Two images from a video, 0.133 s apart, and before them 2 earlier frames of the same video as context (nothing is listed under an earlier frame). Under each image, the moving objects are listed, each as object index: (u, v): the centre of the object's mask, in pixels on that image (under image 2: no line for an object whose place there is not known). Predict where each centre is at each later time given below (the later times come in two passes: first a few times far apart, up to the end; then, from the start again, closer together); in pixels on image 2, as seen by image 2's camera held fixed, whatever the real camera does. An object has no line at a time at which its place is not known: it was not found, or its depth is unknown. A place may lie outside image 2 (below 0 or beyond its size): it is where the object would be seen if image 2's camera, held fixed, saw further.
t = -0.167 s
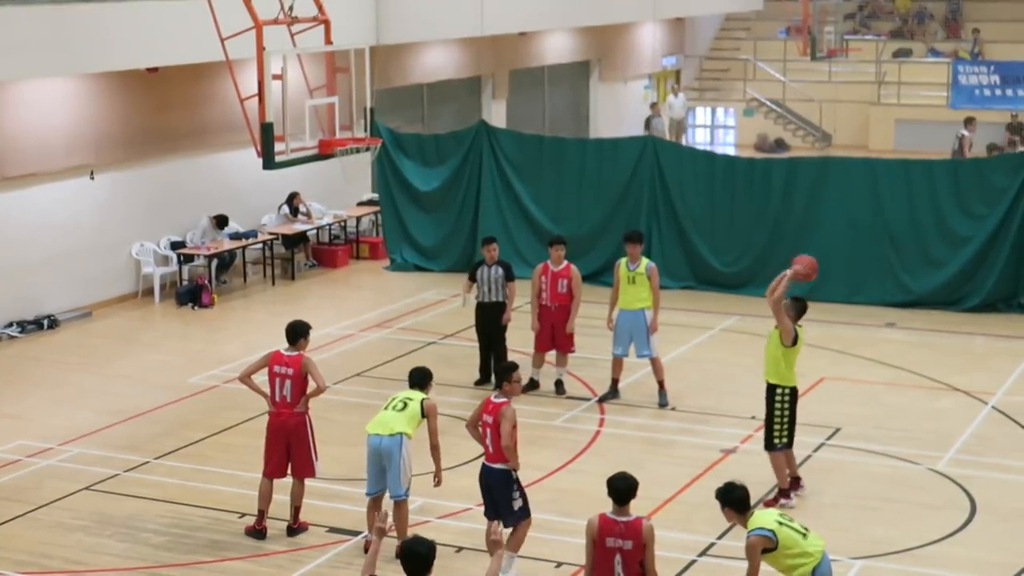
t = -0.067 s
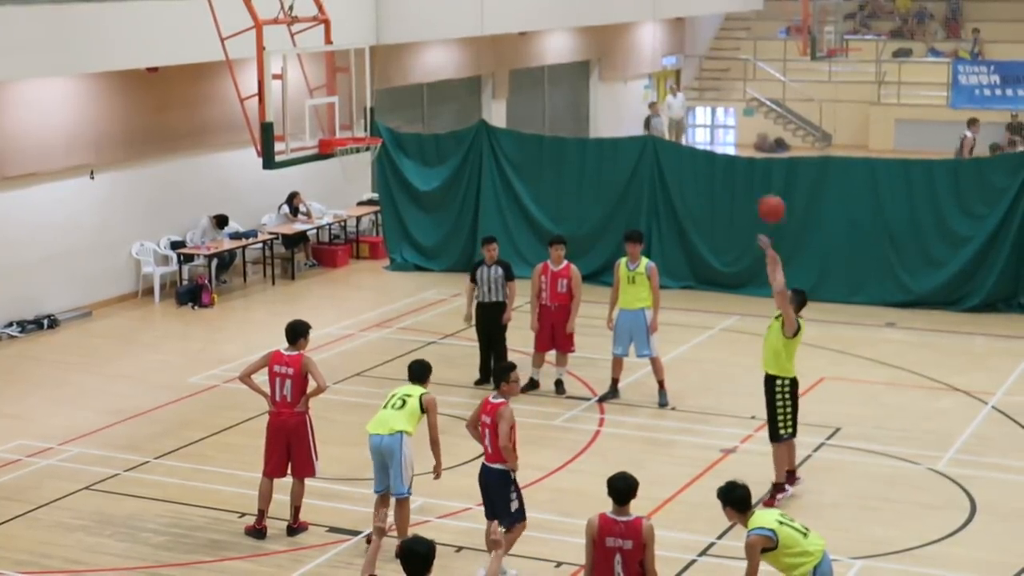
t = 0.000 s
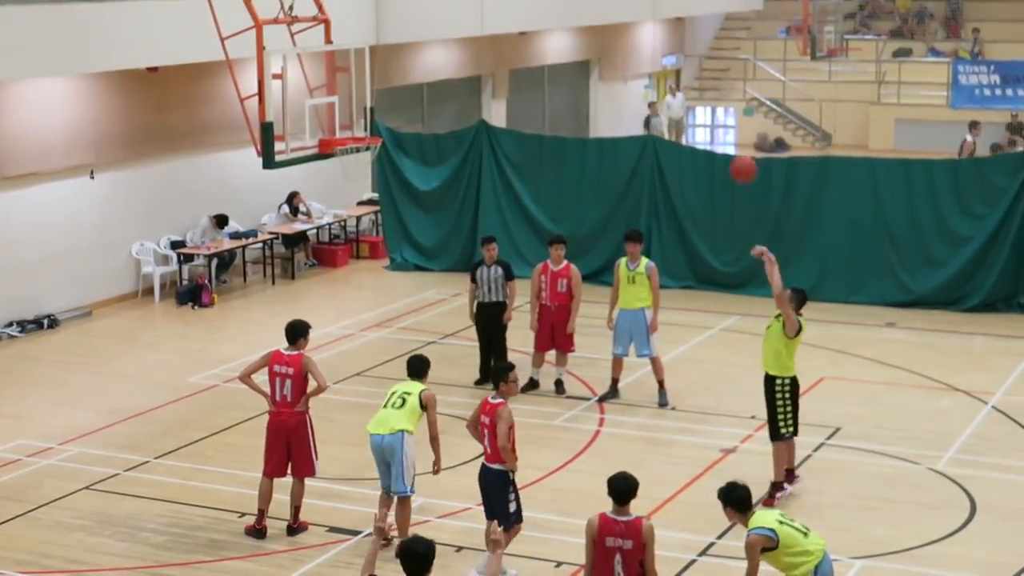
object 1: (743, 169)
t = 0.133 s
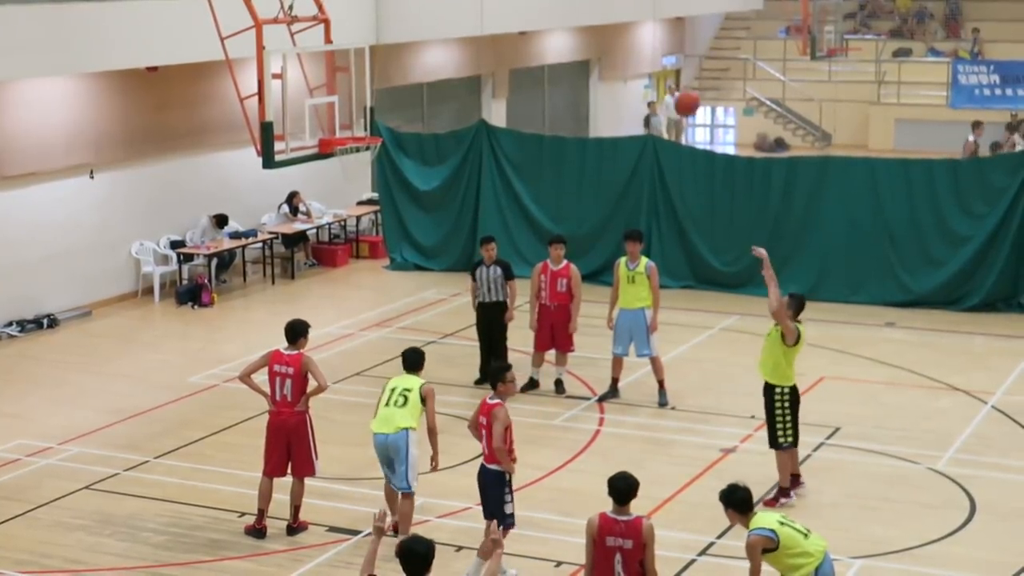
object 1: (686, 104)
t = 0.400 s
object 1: (577, 36)
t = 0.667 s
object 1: (475, 45)
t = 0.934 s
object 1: (382, 125)
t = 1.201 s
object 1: (343, 111)
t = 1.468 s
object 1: (366, 126)
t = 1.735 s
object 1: (361, 131)
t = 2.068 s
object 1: (349, 150)
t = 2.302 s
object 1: (357, 185)
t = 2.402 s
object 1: (362, 213)
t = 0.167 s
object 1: (673, 90)
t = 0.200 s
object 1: (659, 79)
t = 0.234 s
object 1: (645, 69)
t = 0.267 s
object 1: (631, 60)
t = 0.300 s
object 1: (617, 52)
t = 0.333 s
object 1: (604, 45)
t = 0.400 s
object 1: (577, 36)
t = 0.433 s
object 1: (564, 33)
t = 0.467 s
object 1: (551, 31)
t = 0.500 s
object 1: (538, 31)
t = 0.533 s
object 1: (525, 32)
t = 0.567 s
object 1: (512, 33)
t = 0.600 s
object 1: (500, 36)
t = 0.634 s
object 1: (487, 40)
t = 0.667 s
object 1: (475, 45)
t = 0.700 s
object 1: (462, 52)
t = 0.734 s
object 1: (450, 59)
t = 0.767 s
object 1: (439, 67)
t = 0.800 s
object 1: (427, 77)
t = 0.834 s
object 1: (415, 88)
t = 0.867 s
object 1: (405, 99)
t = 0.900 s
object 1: (393, 111)
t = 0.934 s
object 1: (382, 125)
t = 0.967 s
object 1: (377, 125)
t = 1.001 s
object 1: (372, 120)
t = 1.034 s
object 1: (367, 116)
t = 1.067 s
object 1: (362, 113)
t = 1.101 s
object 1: (357, 111)
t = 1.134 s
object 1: (353, 110)
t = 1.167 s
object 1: (348, 110)
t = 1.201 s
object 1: (343, 111)
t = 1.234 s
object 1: (340, 112)
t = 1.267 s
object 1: (344, 113)
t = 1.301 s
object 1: (348, 114)
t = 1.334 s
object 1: (352, 116)
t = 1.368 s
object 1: (357, 119)
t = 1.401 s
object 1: (362, 124)
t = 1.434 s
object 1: (365, 127)
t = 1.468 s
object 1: (366, 126)
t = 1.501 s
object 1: (368, 126)
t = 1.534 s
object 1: (369, 127)
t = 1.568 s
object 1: (370, 129)
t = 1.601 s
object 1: (371, 130)
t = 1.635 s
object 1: (369, 129)
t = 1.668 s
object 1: (366, 130)
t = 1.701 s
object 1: (364, 131)
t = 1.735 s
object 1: (361, 131)
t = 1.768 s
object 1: (359, 131)
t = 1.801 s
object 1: (356, 131)
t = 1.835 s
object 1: (353, 131)
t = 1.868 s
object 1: (350, 132)
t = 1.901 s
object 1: (348, 132)
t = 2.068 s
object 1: (349, 150)
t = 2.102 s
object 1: (350, 154)
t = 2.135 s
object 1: (350, 157)
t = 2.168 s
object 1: (351, 161)
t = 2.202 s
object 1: (351, 166)
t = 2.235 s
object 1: (354, 171)
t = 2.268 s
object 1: (355, 178)
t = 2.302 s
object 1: (357, 185)
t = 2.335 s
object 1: (359, 194)
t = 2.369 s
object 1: (360, 203)
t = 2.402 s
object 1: (362, 213)
